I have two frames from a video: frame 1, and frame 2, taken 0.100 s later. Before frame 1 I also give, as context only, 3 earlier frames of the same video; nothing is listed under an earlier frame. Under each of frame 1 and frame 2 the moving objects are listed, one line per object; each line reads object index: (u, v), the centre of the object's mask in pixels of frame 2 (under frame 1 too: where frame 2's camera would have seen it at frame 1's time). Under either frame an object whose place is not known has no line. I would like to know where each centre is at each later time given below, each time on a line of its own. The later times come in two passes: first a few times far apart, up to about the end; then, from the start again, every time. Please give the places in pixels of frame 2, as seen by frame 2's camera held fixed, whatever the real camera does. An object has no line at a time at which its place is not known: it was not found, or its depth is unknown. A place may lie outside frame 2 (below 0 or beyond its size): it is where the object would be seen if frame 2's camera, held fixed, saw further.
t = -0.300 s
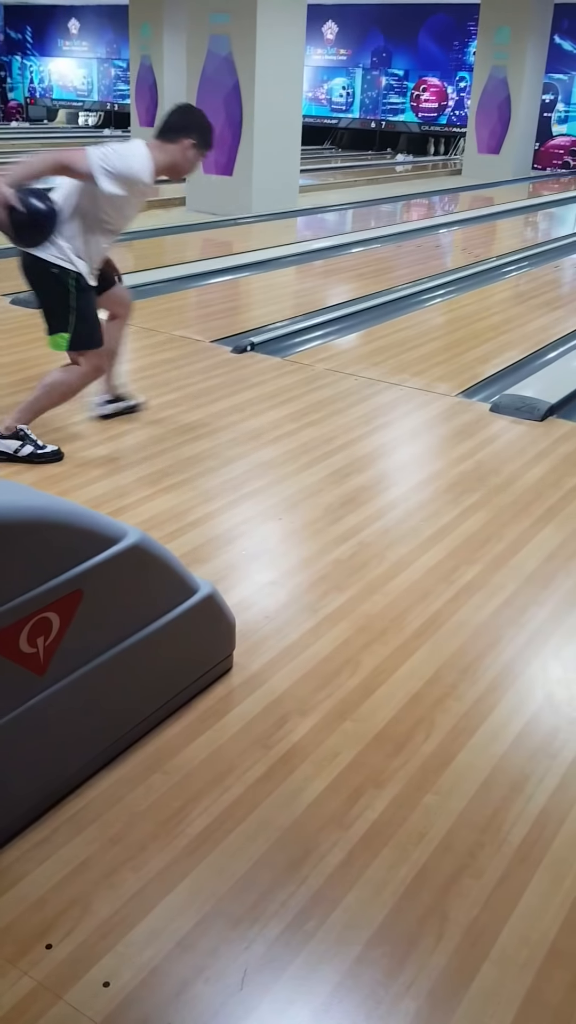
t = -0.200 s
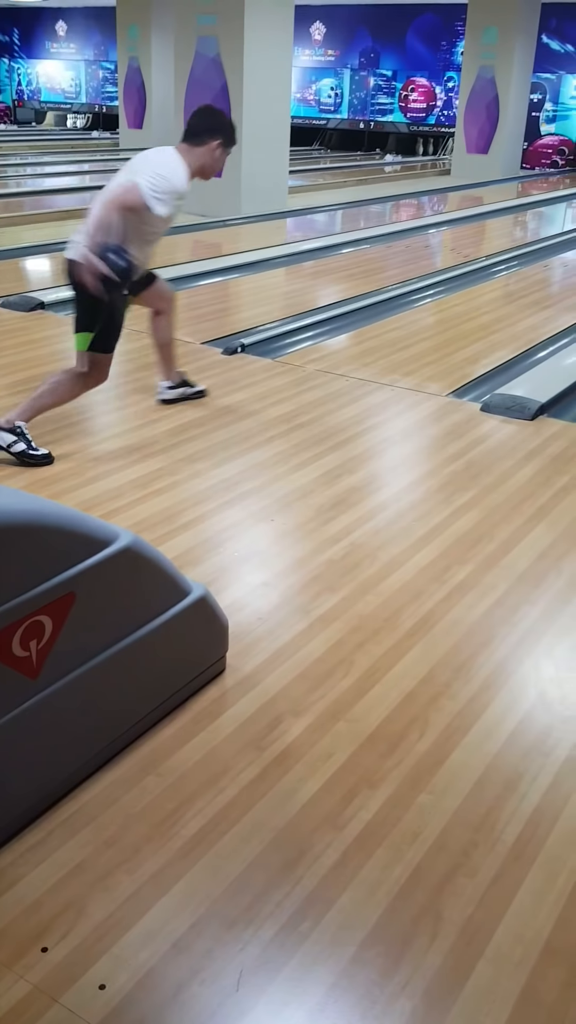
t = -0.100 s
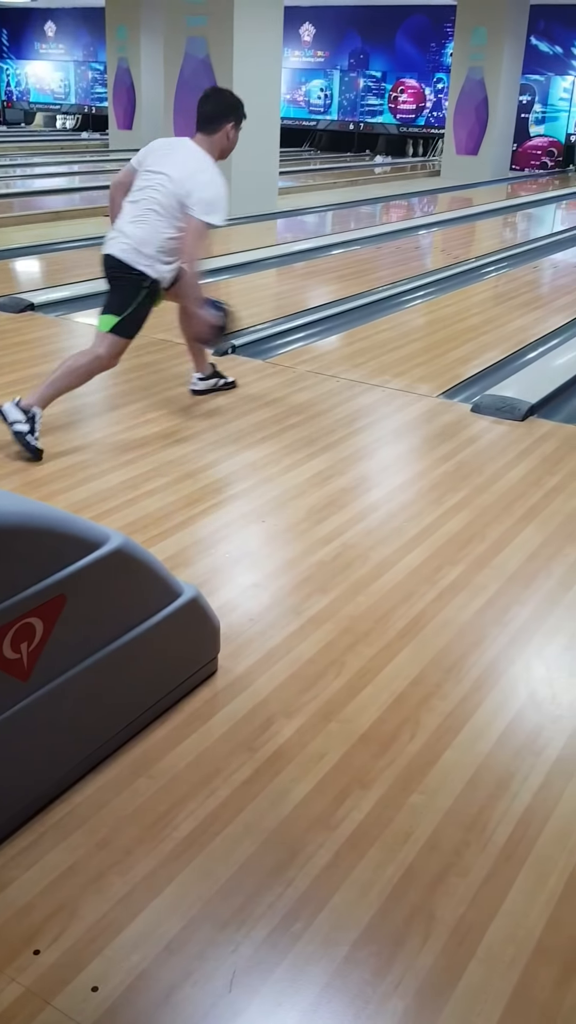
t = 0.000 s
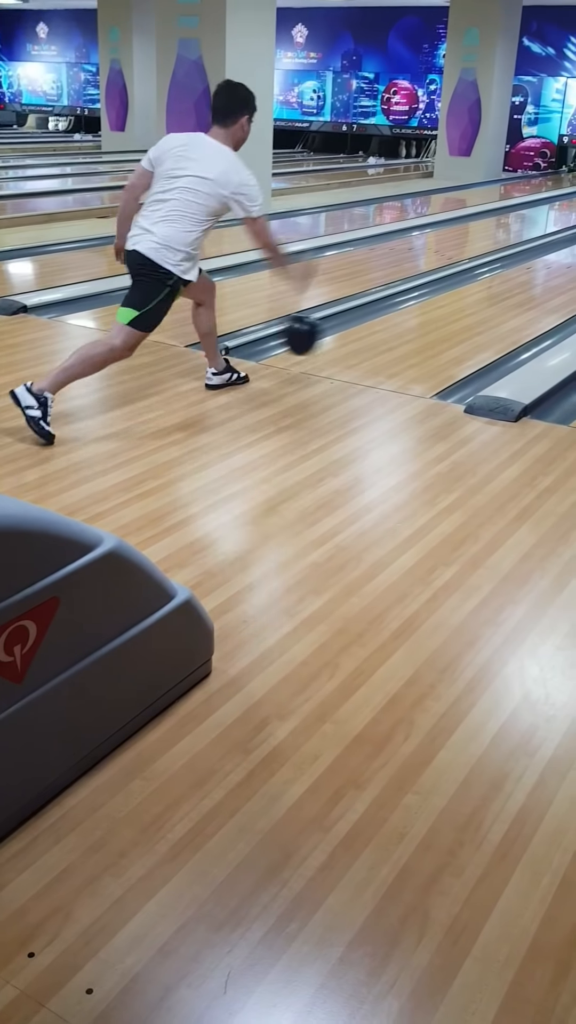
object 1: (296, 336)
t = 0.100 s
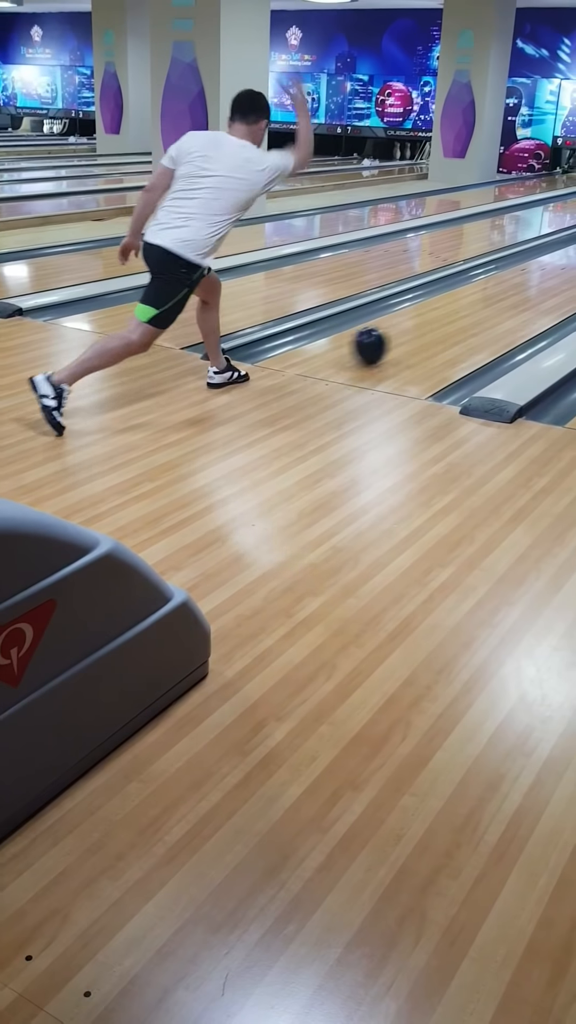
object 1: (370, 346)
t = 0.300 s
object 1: (480, 305)
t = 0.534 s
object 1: (569, 272)
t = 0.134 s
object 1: (391, 336)
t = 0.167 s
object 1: (412, 328)
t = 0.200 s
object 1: (431, 322)
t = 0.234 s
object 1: (448, 317)
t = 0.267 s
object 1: (464, 311)
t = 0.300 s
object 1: (480, 305)
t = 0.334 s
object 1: (495, 300)
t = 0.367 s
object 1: (508, 295)
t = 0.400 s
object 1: (522, 290)
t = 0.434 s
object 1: (535, 285)
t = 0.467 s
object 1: (547, 280)
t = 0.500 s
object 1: (558, 276)
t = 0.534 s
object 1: (569, 272)
